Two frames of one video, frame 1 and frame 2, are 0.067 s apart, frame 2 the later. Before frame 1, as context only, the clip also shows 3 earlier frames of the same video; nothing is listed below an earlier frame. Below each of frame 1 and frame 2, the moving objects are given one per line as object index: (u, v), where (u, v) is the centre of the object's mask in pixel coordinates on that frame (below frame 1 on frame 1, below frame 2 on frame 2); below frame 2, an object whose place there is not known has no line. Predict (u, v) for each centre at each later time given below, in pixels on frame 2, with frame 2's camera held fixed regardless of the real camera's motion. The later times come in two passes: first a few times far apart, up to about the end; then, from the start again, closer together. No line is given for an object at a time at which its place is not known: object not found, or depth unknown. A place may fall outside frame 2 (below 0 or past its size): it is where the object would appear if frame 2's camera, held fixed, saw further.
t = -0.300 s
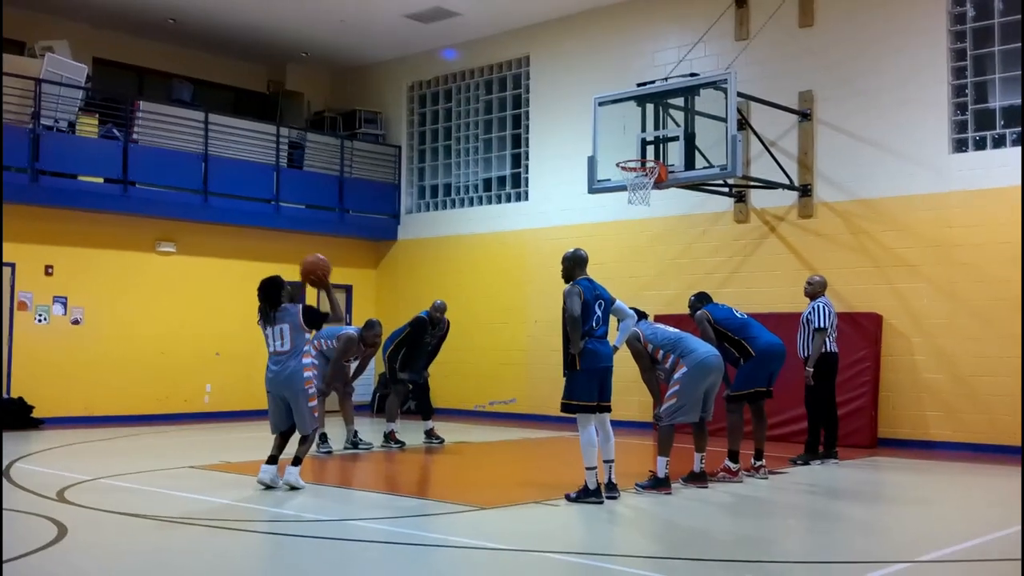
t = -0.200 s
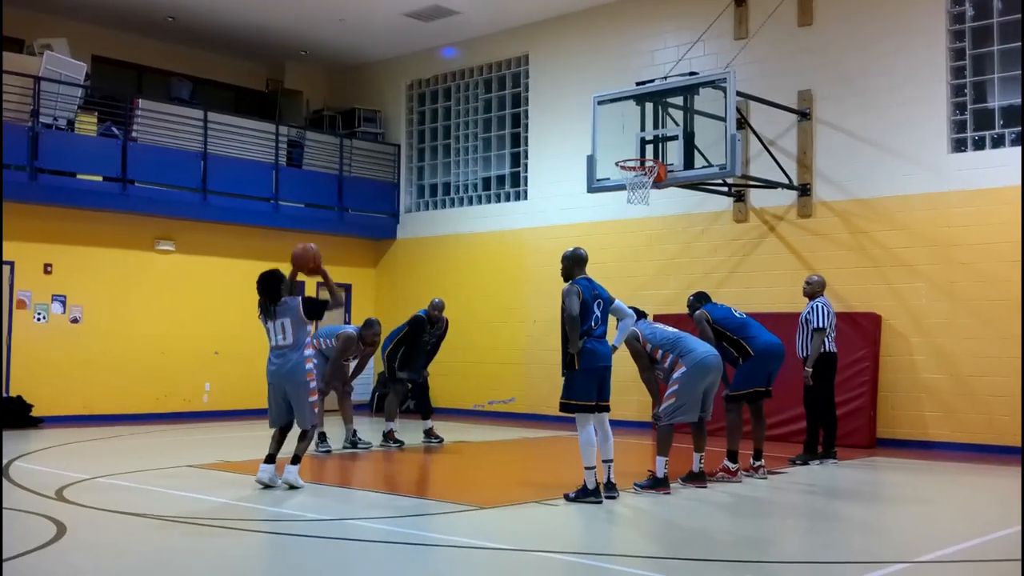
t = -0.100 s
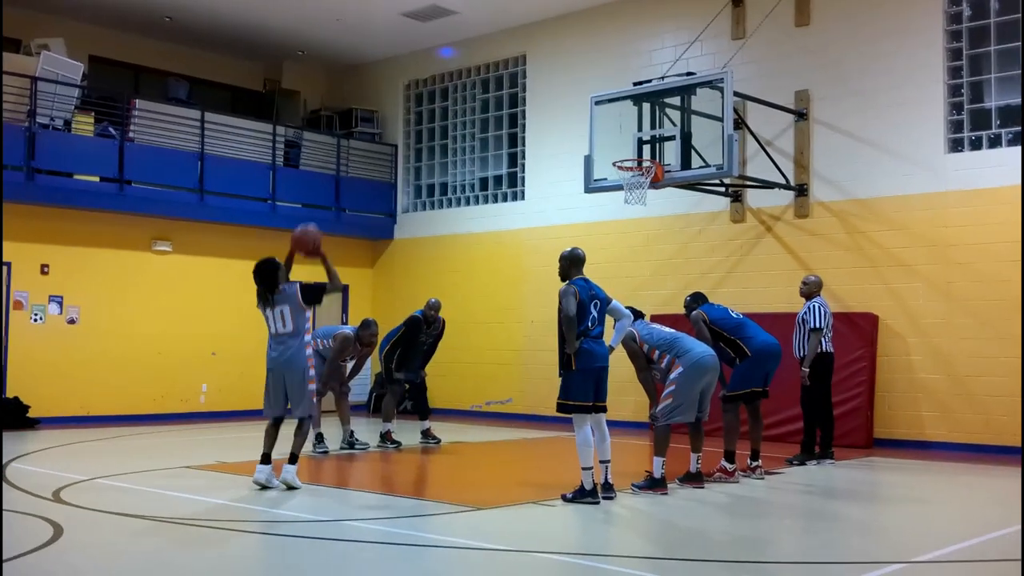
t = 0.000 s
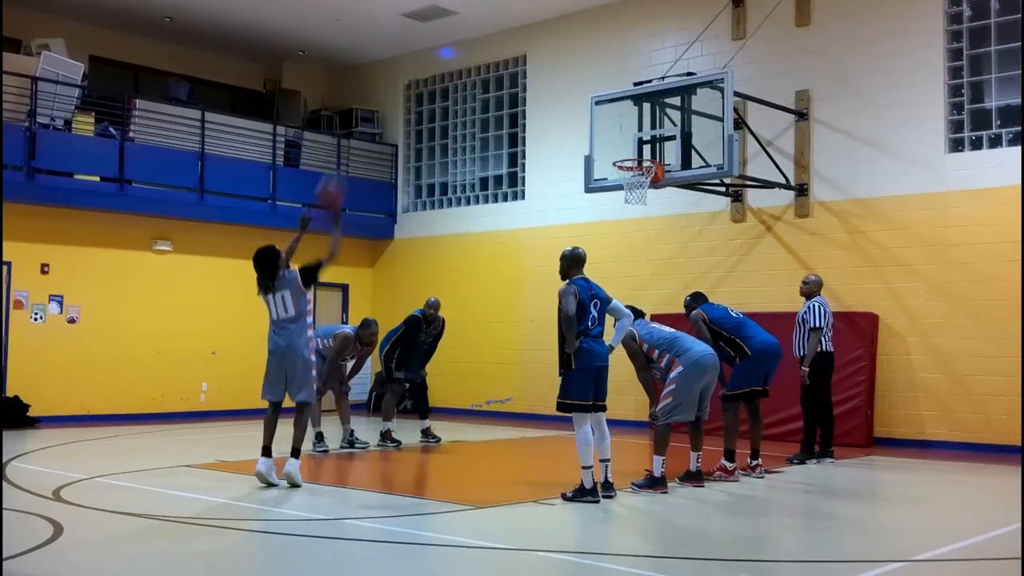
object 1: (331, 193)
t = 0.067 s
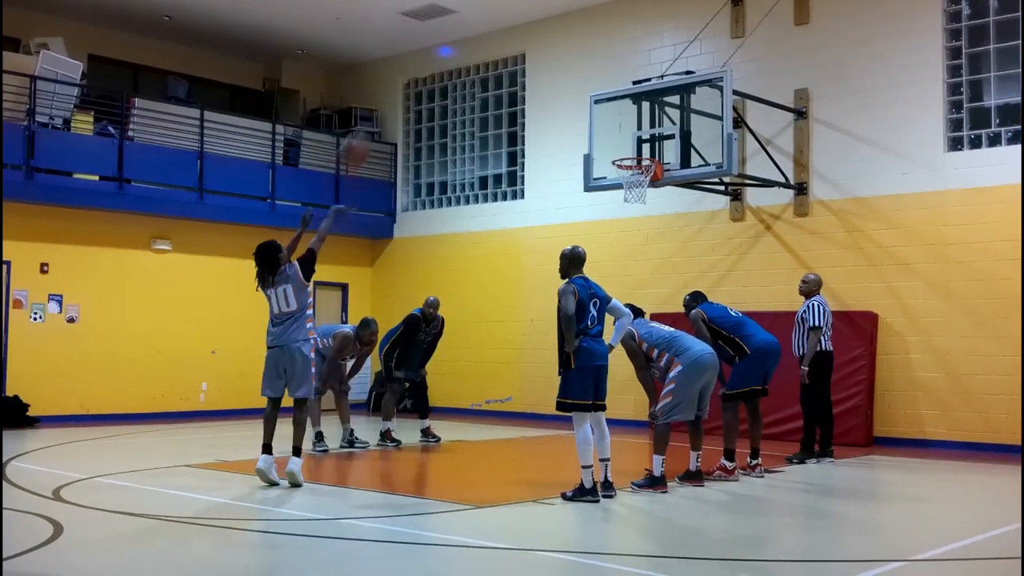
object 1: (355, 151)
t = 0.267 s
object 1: (423, 67)
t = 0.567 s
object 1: (510, 34)
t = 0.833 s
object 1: (574, 82)
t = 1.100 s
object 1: (606, 135)
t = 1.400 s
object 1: (579, 122)
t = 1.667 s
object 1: (554, 179)
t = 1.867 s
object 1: (536, 264)
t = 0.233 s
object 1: (412, 78)
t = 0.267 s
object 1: (423, 67)
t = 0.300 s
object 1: (437, 56)
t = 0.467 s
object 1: (484, 34)
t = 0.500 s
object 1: (493, 33)
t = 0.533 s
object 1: (502, 33)
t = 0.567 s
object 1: (510, 34)
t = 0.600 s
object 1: (519, 36)
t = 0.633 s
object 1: (527, 39)
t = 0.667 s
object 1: (535, 44)
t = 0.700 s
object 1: (544, 50)
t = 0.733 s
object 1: (552, 56)
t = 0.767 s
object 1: (559, 63)
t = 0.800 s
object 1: (566, 72)
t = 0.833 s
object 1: (574, 82)
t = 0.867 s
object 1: (582, 92)
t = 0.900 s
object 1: (589, 104)
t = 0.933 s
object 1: (596, 116)
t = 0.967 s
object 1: (602, 128)
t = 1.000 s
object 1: (609, 142)
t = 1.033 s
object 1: (612, 149)
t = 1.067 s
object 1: (609, 142)
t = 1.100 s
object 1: (606, 135)
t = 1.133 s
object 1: (603, 130)
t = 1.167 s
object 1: (600, 125)
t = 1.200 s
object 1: (597, 122)
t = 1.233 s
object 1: (594, 119)
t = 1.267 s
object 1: (591, 118)
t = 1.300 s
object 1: (588, 117)
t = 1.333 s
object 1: (585, 118)
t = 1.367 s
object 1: (582, 119)
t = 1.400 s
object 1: (579, 122)
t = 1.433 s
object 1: (576, 125)
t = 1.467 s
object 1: (573, 129)
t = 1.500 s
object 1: (570, 135)
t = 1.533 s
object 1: (567, 142)
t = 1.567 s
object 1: (564, 149)
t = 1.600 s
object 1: (561, 158)
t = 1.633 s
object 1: (557, 168)
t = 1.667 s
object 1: (554, 179)
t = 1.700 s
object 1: (551, 190)
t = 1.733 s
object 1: (548, 204)
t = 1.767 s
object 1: (545, 217)
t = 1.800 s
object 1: (542, 232)
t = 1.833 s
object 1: (539, 247)
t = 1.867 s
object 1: (536, 264)
